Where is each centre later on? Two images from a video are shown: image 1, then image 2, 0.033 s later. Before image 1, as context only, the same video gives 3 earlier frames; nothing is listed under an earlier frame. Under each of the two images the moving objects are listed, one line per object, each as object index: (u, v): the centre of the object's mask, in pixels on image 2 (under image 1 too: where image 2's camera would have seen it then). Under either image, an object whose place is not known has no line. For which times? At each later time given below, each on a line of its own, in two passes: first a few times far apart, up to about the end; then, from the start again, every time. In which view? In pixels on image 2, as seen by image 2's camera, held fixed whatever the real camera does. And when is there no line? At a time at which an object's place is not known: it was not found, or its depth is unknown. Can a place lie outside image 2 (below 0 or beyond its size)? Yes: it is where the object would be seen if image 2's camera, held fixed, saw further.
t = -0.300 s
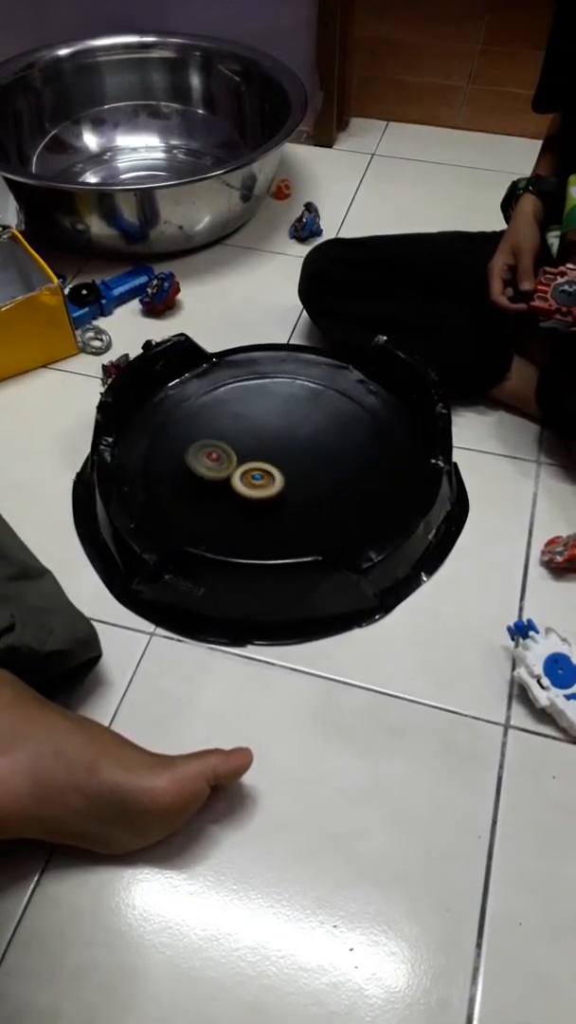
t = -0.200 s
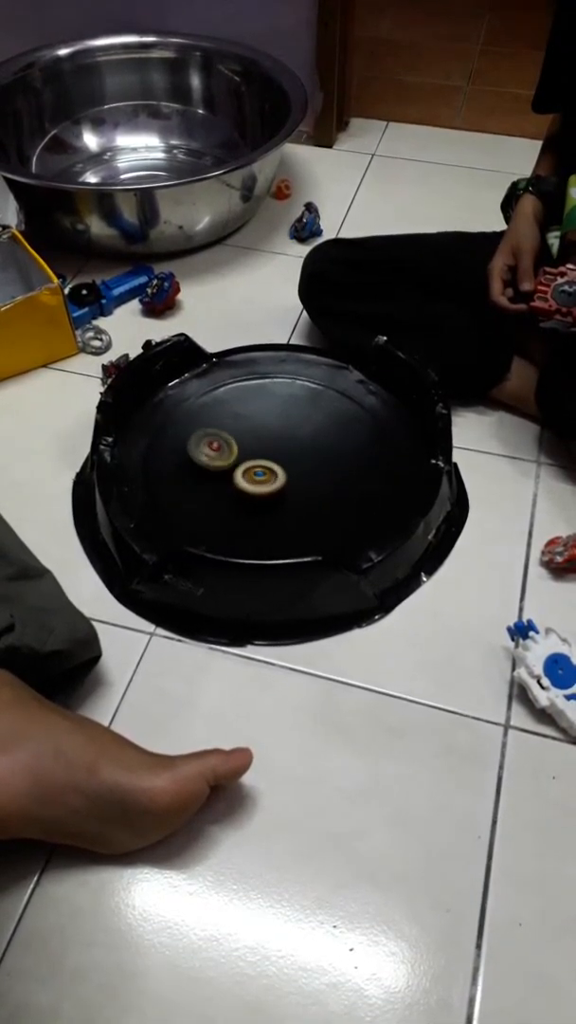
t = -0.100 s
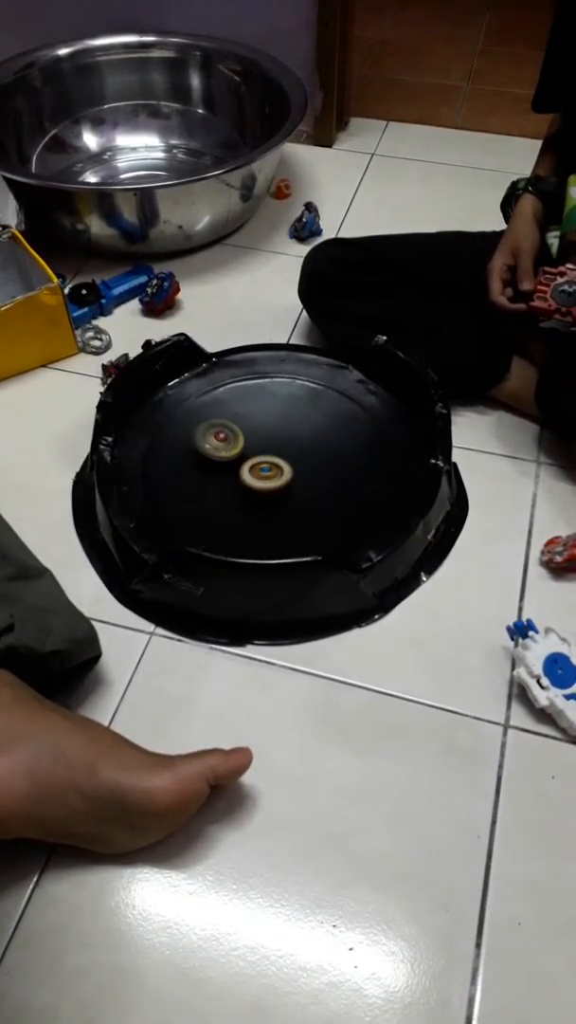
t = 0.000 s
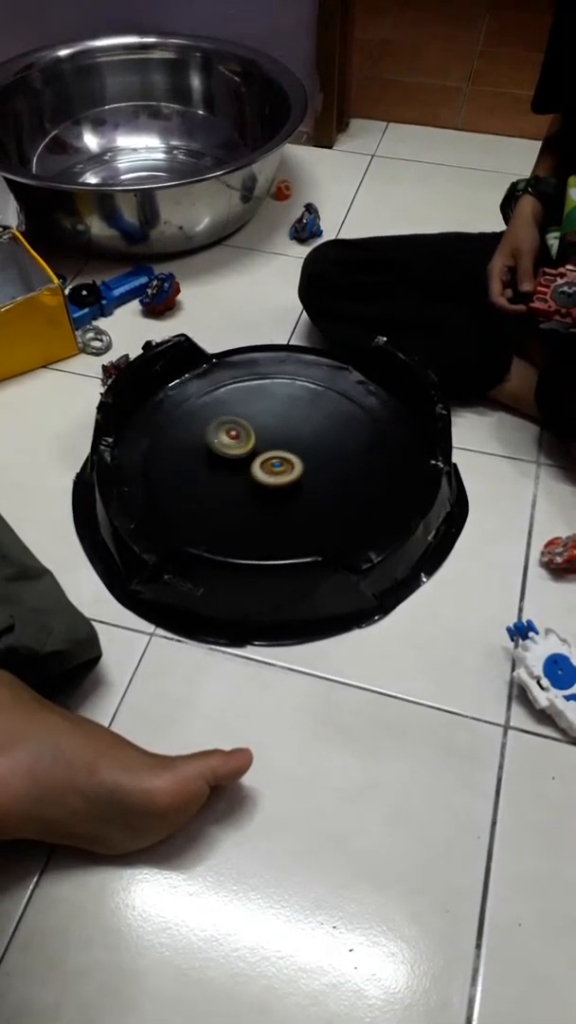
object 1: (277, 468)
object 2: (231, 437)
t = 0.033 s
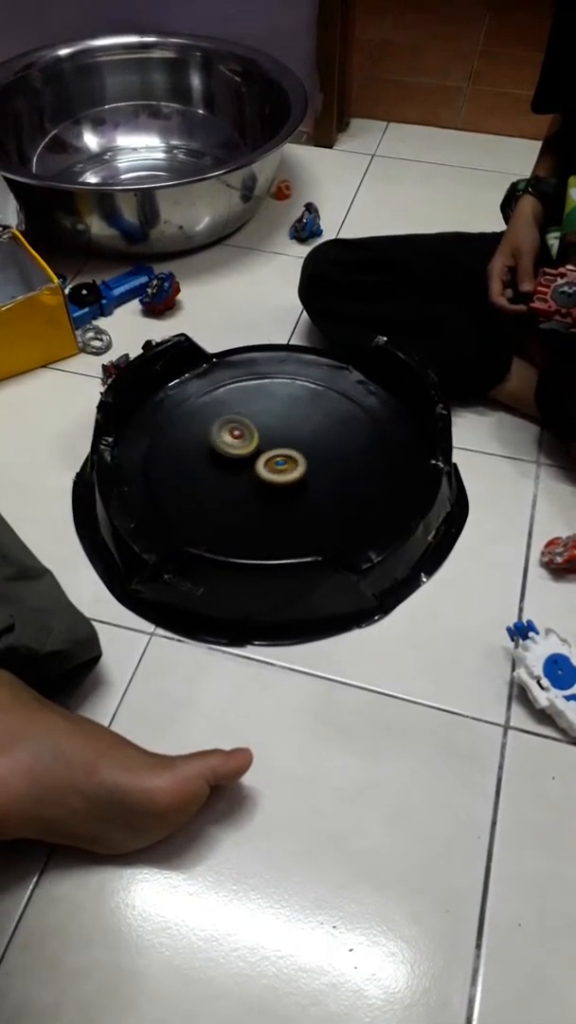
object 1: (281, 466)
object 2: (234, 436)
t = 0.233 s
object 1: (298, 461)
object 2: (250, 434)
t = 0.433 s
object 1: (294, 461)
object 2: (275, 427)
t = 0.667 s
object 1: (281, 466)
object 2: (286, 423)
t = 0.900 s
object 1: (259, 468)
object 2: (288, 427)
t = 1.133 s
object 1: (242, 457)
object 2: (291, 440)
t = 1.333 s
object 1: (218, 445)
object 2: (298, 455)
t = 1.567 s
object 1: (224, 432)
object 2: (288, 472)
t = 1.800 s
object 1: (260, 446)
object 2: (274, 488)
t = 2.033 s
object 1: (278, 449)
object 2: (264, 498)
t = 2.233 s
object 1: (288, 453)
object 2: (261, 493)
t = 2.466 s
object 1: (302, 436)
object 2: (246, 485)
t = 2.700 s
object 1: (307, 432)
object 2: (245, 466)
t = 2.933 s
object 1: (309, 426)
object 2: (236, 456)
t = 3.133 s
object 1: (320, 431)
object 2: (242, 451)
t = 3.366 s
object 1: (312, 451)
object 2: (237, 442)
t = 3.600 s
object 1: (290, 473)
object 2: (236, 444)
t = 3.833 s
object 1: (261, 491)
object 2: (238, 434)
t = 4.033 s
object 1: (246, 498)
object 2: (239, 438)
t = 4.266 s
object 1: (248, 478)
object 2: (252, 443)
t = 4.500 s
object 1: (256, 479)
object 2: (268, 443)
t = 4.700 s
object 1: (265, 483)
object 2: (275, 447)
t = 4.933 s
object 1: (272, 484)
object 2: (277, 447)
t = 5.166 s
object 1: (276, 484)
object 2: (273, 444)
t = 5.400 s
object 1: (275, 482)
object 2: (264, 435)
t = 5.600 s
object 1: (269, 470)
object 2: (257, 433)
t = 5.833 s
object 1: (272, 473)
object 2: (251, 427)
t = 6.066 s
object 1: (270, 476)
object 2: (248, 435)
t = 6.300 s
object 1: (275, 489)
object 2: (246, 435)
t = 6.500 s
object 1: (270, 489)
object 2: (245, 442)
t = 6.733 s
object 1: (276, 475)
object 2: (240, 445)
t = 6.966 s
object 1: (288, 460)
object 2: (235, 445)
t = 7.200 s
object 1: (294, 448)
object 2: (234, 446)
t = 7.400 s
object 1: (299, 442)
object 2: (236, 452)
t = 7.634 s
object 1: (290, 441)
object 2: (239, 461)
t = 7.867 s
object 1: (284, 440)
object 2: (239, 468)
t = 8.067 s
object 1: (279, 437)
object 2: (234, 477)
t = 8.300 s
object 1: (270, 440)
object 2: (235, 481)
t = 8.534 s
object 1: (262, 441)
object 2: (242, 483)
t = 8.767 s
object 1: (259, 439)
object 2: (253, 489)
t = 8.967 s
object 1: (267, 430)
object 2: (262, 494)
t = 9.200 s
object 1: (270, 440)
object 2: (268, 493)
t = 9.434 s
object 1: (267, 446)
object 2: (272, 488)
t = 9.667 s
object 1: (267, 440)
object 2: (279, 485)
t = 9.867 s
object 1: (265, 436)
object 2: (284, 479)
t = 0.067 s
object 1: (285, 465)
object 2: (238, 437)
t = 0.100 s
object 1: (288, 464)
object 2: (241, 437)
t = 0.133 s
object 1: (291, 463)
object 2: (243, 437)
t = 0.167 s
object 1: (294, 462)
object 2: (245, 437)
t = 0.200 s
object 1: (296, 462)
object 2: (247, 436)
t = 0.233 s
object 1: (298, 461)
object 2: (250, 434)
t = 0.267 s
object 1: (299, 461)
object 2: (253, 433)
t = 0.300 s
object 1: (299, 461)
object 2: (258, 431)
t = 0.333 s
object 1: (299, 461)
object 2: (262, 430)
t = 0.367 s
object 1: (298, 461)
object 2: (267, 429)
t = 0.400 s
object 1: (296, 461)
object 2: (272, 428)
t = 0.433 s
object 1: (294, 461)
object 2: (275, 427)
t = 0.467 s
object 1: (293, 463)
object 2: (278, 426)
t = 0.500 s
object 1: (292, 464)
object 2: (280, 426)
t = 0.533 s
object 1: (290, 464)
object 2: (281, 425)
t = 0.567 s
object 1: (289, 464)
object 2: (282, 425)
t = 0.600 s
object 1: (286, 464)
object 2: (283, 425)
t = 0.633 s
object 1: (283, 463)
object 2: (284, 425)
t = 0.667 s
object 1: (281, 466)
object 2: (286, 423)
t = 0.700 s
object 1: (278, 469)
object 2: (287, 420)
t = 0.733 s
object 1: (275, 470)
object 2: (287, 419)
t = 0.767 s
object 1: (272, 471)
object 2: (288, 420)
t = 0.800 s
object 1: (269, 471)
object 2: (288, 421)
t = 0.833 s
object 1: (265, 471)
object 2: (288, 422)
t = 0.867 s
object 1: (262, 470)
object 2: (288, 424)
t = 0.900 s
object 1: (259, 468)
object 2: (288, 427)
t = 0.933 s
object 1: (256, 466)
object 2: (288, 429)
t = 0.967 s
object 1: (254, 464)
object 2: (288, 432)
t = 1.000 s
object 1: (253, 461)
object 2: (288, 433)
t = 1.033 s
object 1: (250, 461)
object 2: (290, 434)
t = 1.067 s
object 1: (247, 460)
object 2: (290, 436)
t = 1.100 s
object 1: (244, 459)
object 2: (291, 438)
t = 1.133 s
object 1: (242, 457)
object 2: (291, 440)
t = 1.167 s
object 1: (240, 455)
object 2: (291, 443)
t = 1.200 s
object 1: (239, 453)
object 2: (291, 445)
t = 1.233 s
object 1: (234, 452)
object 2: (294, 446)
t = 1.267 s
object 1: (227, 450)
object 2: (297, 449)
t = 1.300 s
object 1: (222, 448)
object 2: (298, 452)
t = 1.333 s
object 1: (218, 445)
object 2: (298, 455)
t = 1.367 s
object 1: (214, 442)
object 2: (298, 458)
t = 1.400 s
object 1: (213, 440)
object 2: (296, 461)
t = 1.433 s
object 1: (212, 437)
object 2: (295, 463)
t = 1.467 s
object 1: (213, 435)
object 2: (294, 466)
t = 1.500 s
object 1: (216, 433)
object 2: (292, 468)
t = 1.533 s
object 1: (219, 432)
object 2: (290, 470)
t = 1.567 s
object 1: (224, 432)
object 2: (288, 472)
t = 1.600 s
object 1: (230, 433)
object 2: (286, 474)
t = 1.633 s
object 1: (236, 434)
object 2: (284, 476)
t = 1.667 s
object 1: (242, 436)
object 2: (282, 478)
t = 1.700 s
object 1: (248, 439)
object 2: (280, 479)
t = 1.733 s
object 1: (253, 442)
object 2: (278, 481)
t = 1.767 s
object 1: (257, 445)
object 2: (276, 483)
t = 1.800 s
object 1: (260, 446)
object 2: (274, 488)
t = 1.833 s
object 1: (264, 448)
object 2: (272, 490)
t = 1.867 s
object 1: (266, 450)
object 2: (271, 491)
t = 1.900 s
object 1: (269, 452)
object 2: (270, 491)
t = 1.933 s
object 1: (271, 453)
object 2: (270, 493)
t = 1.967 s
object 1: (273, 451)
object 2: (268, 496)
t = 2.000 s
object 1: (276, 449)
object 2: (266, 497)
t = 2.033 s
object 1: (278, 449)
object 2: (264, 498)
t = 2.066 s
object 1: (281, 449)
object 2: (264, 498)
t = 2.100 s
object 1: (284, 449)
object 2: (263, 497)
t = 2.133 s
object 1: (286, 450)
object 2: (263, 497)
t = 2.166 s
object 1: (287, 451)
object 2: (263, 496)
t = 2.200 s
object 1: (288, 452)
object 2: (262, 495)
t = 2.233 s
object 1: (288, 453)
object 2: (261, 493)
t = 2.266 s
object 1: (288, 455)
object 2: (260, 492)
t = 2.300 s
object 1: (288, 456)
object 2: (258, 490)
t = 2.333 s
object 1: (290, 451)
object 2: (254, 490)
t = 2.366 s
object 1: (294, 446)
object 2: (250, 491)
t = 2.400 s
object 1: (296, 442)
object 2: (248, 490)
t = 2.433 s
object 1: (299, 439)
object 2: (247, 488)
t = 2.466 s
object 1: (302, 436)
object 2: (246, 485)
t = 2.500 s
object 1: (304, 434)
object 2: (245, 483)
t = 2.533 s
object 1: (305, 432)
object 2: (245, 480)
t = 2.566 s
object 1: (307, 431)
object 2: (244, 478)
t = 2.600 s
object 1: (308, 430)
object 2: (244, 475)
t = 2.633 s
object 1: (308, 430)
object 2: (244, 472)
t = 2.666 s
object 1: (308, 431)
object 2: (245, 469)
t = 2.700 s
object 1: (307, 432)
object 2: (245, 466)
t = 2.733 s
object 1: (305, 433)
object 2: (246, 463)
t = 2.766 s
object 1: (302, 434)
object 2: (247, 460)
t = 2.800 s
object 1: (299, 435)
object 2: (248, 458)
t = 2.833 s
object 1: (296, 436)
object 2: (248, 457)
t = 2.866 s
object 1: (301, 432)
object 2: (241, 457)
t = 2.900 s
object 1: (305, 428)
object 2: (237, 457)
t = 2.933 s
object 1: (309, 426)
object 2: (236, 456)
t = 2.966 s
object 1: (313, 425)
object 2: (236, 455)
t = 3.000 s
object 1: (317, 424)
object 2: (237, 454)
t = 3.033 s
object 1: (319, 425)
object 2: (238, 453)
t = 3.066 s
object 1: (320, 427)
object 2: (239, 452)
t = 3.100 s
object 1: (321, 429)
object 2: (241, 452)
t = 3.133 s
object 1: (320, 431)
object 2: (242, 451)
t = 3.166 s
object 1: (318, 434)
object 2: (244, 450)
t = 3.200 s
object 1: (315, 437)
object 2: (246, 449)
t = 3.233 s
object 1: (310, 440)
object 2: (249, 448)
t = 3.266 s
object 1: (305, 443)
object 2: (251, 447)
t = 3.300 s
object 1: (307, 445)
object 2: (246, 445)
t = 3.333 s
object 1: (310, 448)
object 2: (239, 443)
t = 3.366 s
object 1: (312, 451)
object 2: (237, 442)
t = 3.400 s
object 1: (312, 455)
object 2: (236, 441)
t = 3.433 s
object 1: (311, 458)
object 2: (235, 442)
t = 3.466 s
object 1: (308, 461)
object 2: (235, 442)
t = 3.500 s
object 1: (305, 464)
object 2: (235, 442)
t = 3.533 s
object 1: (301, 467)
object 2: (235, 443)
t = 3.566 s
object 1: (296, 470)
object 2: (235, 444)
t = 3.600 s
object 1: (290, 473)
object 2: (236, 444)
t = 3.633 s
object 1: (284, 474)
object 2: (237, 445)
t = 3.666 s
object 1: (278, 475)
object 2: (238, 446)
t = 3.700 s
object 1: (271, 475)
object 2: (239, 446)
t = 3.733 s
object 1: (268, 477)
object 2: (239, 443)
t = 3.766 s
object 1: (266, 483)
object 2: (238, 437)
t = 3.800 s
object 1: (264, 488)
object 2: (238, 435)
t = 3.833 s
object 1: (261, 491)
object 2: (238, 434)
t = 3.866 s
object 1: (258, 494)
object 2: (237, 434)
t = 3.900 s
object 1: (256, 496)
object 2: (237, 434)
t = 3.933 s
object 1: (253, 498)
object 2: (237, 435)
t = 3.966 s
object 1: (250, 499)
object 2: (237, 436)
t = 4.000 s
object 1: (248, 499)
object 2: (238, 437)
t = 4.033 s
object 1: (246, 498)
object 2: (239, 438)
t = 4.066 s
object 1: (244, 497)
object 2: (240, 439)
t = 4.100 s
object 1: (243, 496)
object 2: (241, 440)
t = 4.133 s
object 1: (243, 493)
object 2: (243, 441)
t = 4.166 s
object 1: (244, 489)
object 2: (245, 442)
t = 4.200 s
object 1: (245, 486)
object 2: (247, 443)
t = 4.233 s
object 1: (246, 482)
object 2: (249, 443)
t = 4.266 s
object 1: (248, 478)
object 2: (252, 443)
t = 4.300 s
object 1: (249, 478)
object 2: (254, 442)
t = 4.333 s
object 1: (251, 478)
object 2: (256, 442)
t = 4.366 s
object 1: (252, 478)
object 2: (259, 441)
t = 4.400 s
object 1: (253, 480)
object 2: (263, 441)
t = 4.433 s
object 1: (253, 480)
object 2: (265, 441)
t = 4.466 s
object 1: (255, 480)
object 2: (267, 442)
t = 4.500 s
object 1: (256, 479)
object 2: (268, 443)
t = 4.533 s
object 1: (258, 480)
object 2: (270, 443)
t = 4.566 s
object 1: (259, 481)
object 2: (271, 443)
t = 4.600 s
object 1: (261, 482)
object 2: (272, 444)
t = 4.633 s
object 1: (262, 482)
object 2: (273, 445)
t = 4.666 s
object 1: (264, 482)
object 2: (274, 446)
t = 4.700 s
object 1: (265, 483)
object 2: (275, 447)
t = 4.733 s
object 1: (267, 485)
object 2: (275, 446)
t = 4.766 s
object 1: (267, 486)
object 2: (276, 446)
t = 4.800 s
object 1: (268, 486)
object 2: (276, 447)
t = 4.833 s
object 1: (269, 486)
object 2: (276, 447)
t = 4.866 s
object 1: (270, 485)
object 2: (276, 448)
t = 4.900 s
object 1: (271, 484)
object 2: (276, 448)
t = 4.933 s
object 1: (272, 484)
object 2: (277, 447)
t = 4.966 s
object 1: (273, 485)
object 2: (277, 447)
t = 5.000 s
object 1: (273, 484)
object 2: (277, 447)
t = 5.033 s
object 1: (273, 484)
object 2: (277, 446)
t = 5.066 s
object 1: (274, 485)
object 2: (276, 445)
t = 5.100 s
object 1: (274, 485)
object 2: (275, 445)
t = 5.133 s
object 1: (275, 484)
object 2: (274, 445)
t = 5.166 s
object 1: (276, 484)
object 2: (273, 444)
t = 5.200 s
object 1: (277, 482)
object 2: (272, 444)
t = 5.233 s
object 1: (276, 480)
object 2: (271, 444)
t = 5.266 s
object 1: (277, 481)
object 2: (270, 442)
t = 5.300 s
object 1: (277, 483)
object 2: (270, 439)
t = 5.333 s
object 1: (277, 483)
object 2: (268, 438)
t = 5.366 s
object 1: (276, 483)
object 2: (266, 437)
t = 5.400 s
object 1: (275, 482)
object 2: (264, 435)
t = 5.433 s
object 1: (274, 480)
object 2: (263, 435)
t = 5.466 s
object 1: (273, 478)
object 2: (262, 434)
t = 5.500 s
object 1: (272, 476)
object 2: (261, 434)
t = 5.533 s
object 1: (270, 473)
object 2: (259, 434)
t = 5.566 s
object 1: (270, 470)
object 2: (258, 434)
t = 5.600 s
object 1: (269, 470)
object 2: (257, 433)
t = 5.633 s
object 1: (269, 470)
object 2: (257, 431)
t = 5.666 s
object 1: (269, 469)
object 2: (256, 431)
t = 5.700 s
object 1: (269, 467)
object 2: (255, 430)
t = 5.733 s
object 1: (269, 466)
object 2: (255, 430)
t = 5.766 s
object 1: (271, 467)
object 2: (254, 429)
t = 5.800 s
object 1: (272, 471)
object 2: (252, 426)
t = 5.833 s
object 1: (272, 473)
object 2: (251, 427)
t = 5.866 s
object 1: (272, 474)
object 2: (251, 427)
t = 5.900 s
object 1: (273, 476)
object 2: (250, 427)
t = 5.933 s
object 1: (272, 476)
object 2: (249, 429)
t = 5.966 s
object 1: (273, 477)
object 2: (248, 430)
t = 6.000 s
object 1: (272, 477)
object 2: (248, 432)
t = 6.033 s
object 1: (271, 477)
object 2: (248, 433)
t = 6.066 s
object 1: (270, 476)
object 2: (248, 435)
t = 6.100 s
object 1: (270, 475)
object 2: (248, 437)
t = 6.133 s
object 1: (269, 473)
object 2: (248, 439)
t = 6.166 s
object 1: (270, 474)
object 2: (248, 437)
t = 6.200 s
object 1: (272, 480)
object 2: (248, 433)
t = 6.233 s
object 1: (274, 484)
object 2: (248, 433)
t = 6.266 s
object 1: (274, 487)
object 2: (247, 434)
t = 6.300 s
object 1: (275, 489)
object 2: (246, 435)
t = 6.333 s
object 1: (275, 491)
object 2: (246, 435)
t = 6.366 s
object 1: (274, 492)
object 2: (245, 437)
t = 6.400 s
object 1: (272, 492)
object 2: (245, 438)
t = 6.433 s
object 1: (271, 491)
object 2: (245, 439)
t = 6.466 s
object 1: (270, 490)
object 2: (245, 440)
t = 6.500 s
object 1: (270, 489)
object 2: (245, 442)
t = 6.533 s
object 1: (269, 487)
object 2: (245, 443)
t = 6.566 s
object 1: (268, 484)
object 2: (245, 445)
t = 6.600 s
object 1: (268, 481)
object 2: (245, 446)
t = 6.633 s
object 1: (270, 478)
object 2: (245, 447)
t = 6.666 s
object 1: (273, 478)
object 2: (243, 445)
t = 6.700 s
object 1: (275, 477)
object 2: (241, 446)
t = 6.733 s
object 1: (276, 475)
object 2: (240, 445)
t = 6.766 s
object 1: (277, 473)
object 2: (239, 445)
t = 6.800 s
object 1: (279, 470)
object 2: (238, 446)
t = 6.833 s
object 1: (280, 468)
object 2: (238, 445)
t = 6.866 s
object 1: (281, 466)
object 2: (237, 445)
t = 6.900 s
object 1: (284, 464)
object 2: (236, 445)
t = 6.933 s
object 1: (287, 462)
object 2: (235, 445)
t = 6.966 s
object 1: (288, 460)
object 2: (235, 445)
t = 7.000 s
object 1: (289, 459)
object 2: (235, 445)
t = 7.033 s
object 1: (290, 457)
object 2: (235, 445)
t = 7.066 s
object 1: (291, 455)
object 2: (236, 445)
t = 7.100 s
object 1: (292, 454)
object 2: (236, 445)
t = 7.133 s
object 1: (291, 452)
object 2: (237, 446)
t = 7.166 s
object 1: (291, 450)
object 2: (237, 447)
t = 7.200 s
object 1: (294, 448)
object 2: (234, 446)
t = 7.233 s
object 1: (297, 447)
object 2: (234, 447)
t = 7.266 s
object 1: (299, 446)
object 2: (234, 448)
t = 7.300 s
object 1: (299, 444)
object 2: (235, 449)
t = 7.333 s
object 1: (300, 443)
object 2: (235, 450)
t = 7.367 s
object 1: (300, 443)
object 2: (236, 451)
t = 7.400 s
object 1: (299, 442)
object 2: (236, 452)
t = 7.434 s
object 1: (297, 442)
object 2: (237, 453)
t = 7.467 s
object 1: (296, 442)
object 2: (238, 454)
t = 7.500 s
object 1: (293, 443)
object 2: (239, 455)
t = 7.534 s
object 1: (292, 442)
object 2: (239, 457)
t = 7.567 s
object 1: (291, 442)
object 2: (239, 458)
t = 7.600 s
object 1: (290, 442)
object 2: (240, 459)
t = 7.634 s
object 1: (290, 441)
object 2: (239, 461)
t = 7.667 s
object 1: (290, 440)
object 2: (239, 462)
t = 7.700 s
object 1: (290, 440)
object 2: (239, 463)
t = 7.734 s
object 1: (289, 440)
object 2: (238, 465)
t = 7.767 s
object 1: (288, 439)
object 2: (238, 465)
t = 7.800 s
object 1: (288, 439)
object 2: (238, 467)
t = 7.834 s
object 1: (287, 439)
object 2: (239, 468)
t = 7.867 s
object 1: (284, 440)
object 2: (239, 468)
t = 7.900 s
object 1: (282, 441)
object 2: (239, 470)
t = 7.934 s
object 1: (281, 442)
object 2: (239, 470)
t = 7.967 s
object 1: (278, 442)
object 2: (239, 472)
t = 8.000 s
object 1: (280, 440)
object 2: (235, 475)
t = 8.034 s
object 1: (280, 438)
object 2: (234, 476)
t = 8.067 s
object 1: (279, 437)
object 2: (234, 477)
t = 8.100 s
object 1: (278, 436)
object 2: (234, 478)
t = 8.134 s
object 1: (279, 436)
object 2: (234, 479)
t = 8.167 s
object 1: (277, 437)
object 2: (234, 480)
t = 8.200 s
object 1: (275, 437)
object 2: (234, 480)
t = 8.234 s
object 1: (275, 438)
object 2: (234, 480)
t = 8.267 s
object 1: (272, 439)
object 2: (235, 481)
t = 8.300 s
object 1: (270, 440)
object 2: (235, 481)
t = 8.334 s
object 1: (269, 442)
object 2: (236, 481)
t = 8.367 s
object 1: (266, 443)
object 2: (238, 481)
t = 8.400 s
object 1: (264, 444)
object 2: (239, 481)
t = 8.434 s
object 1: (264, 443)
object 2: (238, 482)
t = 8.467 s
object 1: (263, 442)
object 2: (238, 483)
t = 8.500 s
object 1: (262, 441)
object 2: (240, 482)
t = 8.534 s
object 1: (262, 441)
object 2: (242, 483)
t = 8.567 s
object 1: (261, 441)
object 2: (243, 484)
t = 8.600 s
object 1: (262, 440)
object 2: (245, 483)
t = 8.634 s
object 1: (261, 441)
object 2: (247, 483)
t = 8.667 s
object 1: (260, 442)
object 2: (249, 484)
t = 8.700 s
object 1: (260, 443)
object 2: (251, 483)
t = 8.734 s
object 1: (258, 443)
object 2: (253, 484)
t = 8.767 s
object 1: (259, 439)
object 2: (253, 489)
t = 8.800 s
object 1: (260, 434)
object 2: (254, 491)
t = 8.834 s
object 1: (260, 433)
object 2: (255, 492)
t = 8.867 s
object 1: (263, 430)
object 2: (257, 492)
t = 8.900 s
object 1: (264, 430)
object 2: (258, 493)
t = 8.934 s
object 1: (265, 430)
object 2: (260, 493)
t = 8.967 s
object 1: (267, 430)
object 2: (262, 494)
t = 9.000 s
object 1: (268, 430)
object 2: (262, 495)
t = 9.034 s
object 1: (269, 430)
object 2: (264, 495)
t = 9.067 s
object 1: (269, 432)
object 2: (264, 495)
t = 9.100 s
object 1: (269, 433)
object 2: (265, 495)
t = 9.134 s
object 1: (270, 436)
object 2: (266, 494)
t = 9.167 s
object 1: (269, 438)
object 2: (267, 494)
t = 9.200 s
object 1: (270, 440)
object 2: (268, 493)
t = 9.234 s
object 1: (269, 444)
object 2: (269, 492)
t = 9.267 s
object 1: (268, 446)
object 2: (270, 491)
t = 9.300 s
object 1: (269, 448)
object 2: (271, 489)
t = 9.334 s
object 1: (267, 447)
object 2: (271, 491)
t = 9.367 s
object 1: (267, 445)
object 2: (270, 490)
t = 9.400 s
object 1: (267, 446)
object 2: (271, 489)
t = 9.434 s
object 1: (267, 446)
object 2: (272, 488)
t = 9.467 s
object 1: (268, 446)
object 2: (274, 488)
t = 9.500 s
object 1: (267, 446)
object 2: (275, 488)
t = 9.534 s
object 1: (269, 447)
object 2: (276, 487)
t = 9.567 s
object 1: (267, 446)
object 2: (277, 487)
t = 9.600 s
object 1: (267, 443)
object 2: (277, 487)
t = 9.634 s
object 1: (268, 442)
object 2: (279, 485)
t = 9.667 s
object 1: (267, 440)
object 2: (279, 485)
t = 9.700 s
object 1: (267, 439)
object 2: (280, 484)
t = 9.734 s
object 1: (267, 438)
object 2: (280, 484)
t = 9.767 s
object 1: (266, 437)
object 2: (282, 483)
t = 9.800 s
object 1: (267, 437)
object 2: (282, 482)
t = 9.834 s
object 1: (265, 437)
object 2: (283, 481)
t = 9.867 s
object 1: (265, 436)
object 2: (284, 479)
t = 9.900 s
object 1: (263, 438)
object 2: (285, 479)
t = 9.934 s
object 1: (262, 437)
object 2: (286, 477)
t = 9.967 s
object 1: (261, 439)
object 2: (287, 476)
